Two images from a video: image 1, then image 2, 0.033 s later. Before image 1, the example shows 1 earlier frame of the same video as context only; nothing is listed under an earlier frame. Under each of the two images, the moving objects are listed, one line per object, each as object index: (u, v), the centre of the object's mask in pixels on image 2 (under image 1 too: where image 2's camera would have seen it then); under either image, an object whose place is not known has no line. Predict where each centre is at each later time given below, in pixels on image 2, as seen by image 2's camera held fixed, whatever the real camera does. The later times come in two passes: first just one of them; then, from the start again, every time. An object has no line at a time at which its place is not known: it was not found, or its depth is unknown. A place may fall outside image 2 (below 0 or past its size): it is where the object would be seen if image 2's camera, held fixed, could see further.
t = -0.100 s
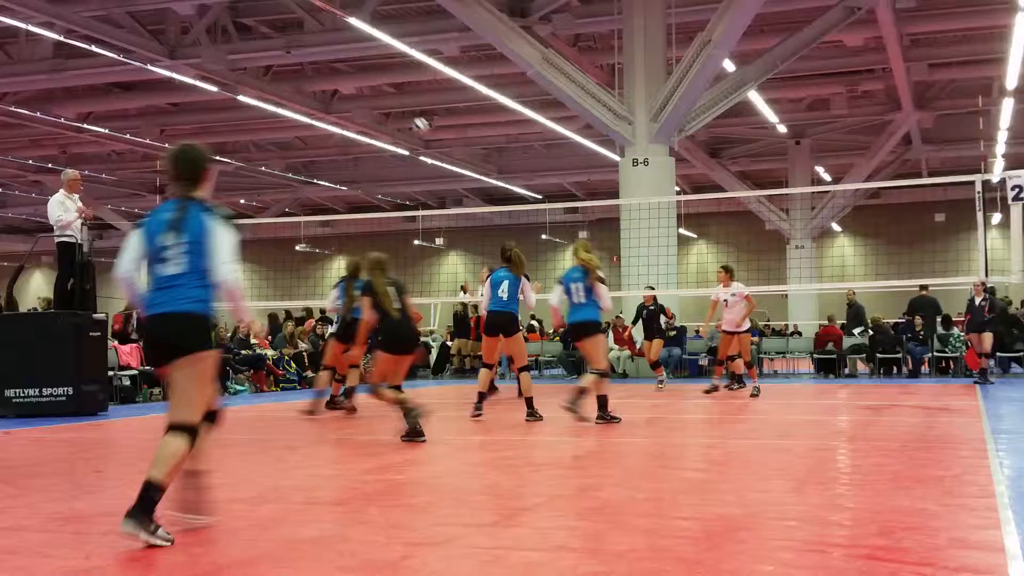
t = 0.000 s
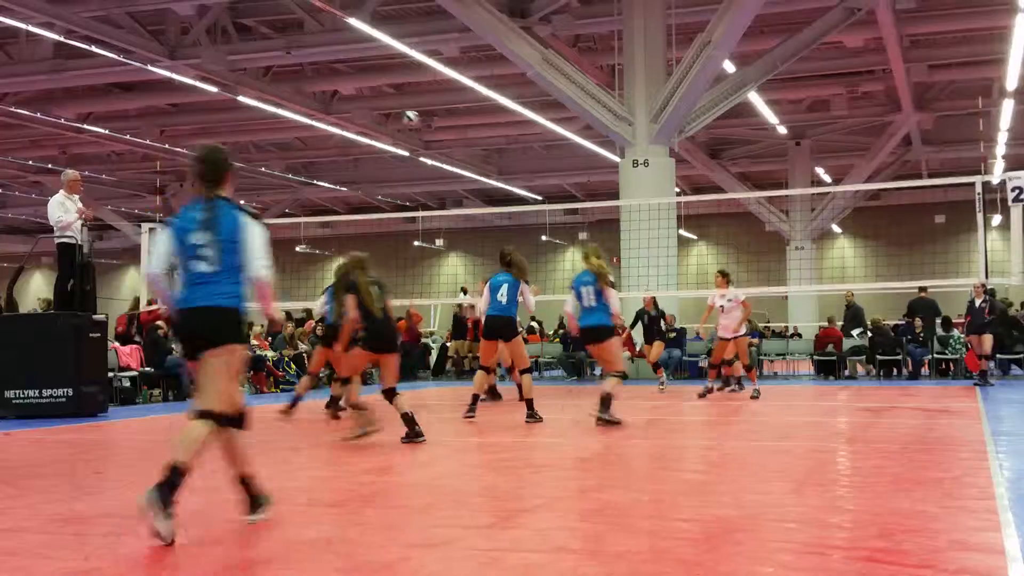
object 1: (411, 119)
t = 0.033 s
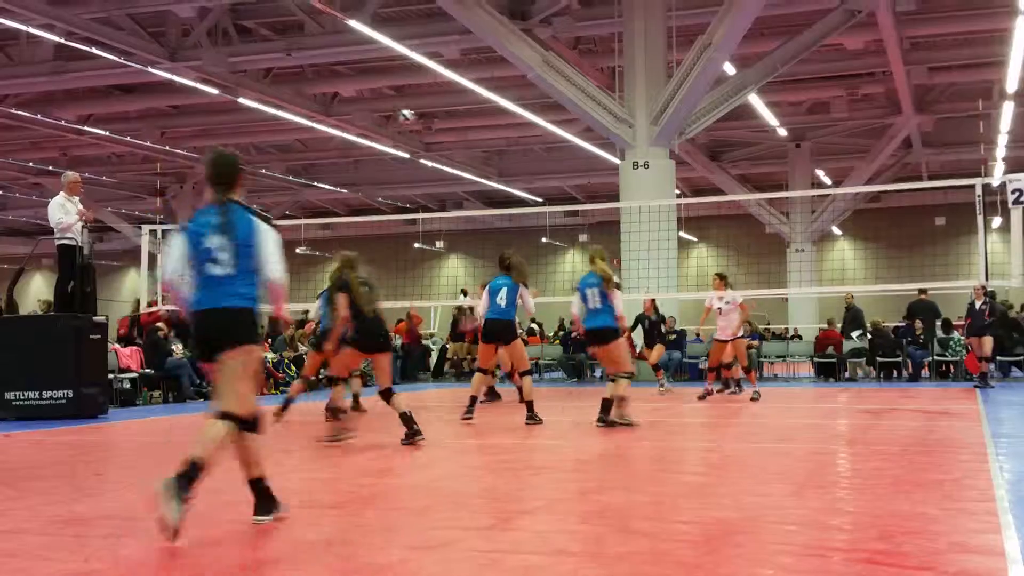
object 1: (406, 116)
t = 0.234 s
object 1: (376, 113)
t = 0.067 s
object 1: (401, 114)
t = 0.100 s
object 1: (396, 112)
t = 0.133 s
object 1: (392, 111)
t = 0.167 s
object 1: (387, 111)
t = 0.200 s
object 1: (382, 112)
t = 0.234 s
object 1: (376, 113)
